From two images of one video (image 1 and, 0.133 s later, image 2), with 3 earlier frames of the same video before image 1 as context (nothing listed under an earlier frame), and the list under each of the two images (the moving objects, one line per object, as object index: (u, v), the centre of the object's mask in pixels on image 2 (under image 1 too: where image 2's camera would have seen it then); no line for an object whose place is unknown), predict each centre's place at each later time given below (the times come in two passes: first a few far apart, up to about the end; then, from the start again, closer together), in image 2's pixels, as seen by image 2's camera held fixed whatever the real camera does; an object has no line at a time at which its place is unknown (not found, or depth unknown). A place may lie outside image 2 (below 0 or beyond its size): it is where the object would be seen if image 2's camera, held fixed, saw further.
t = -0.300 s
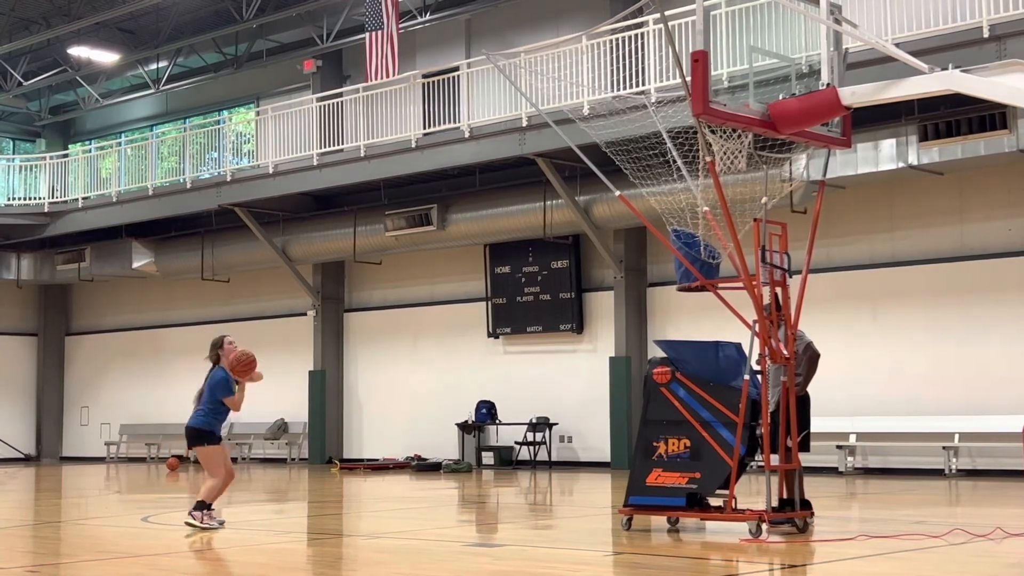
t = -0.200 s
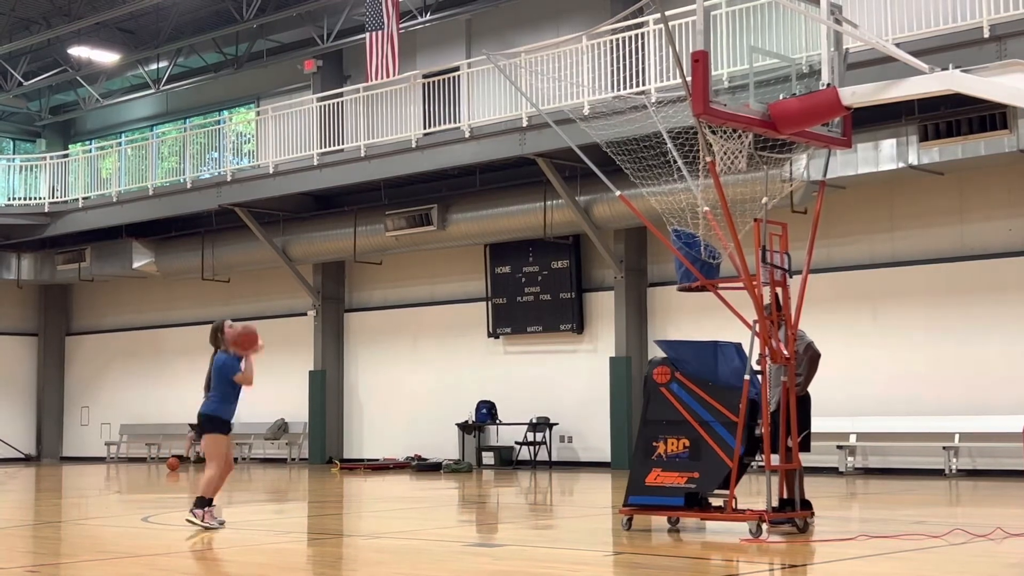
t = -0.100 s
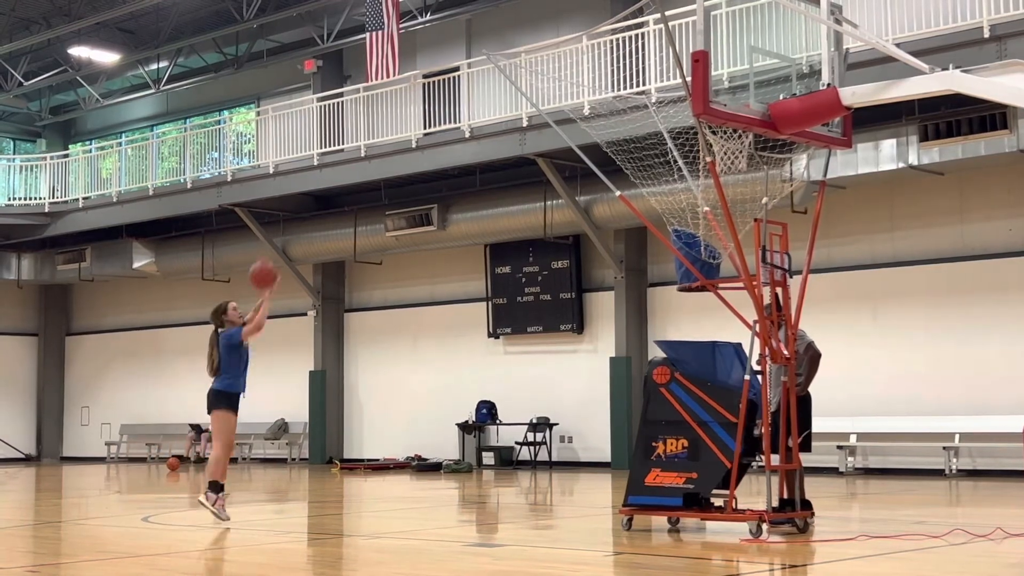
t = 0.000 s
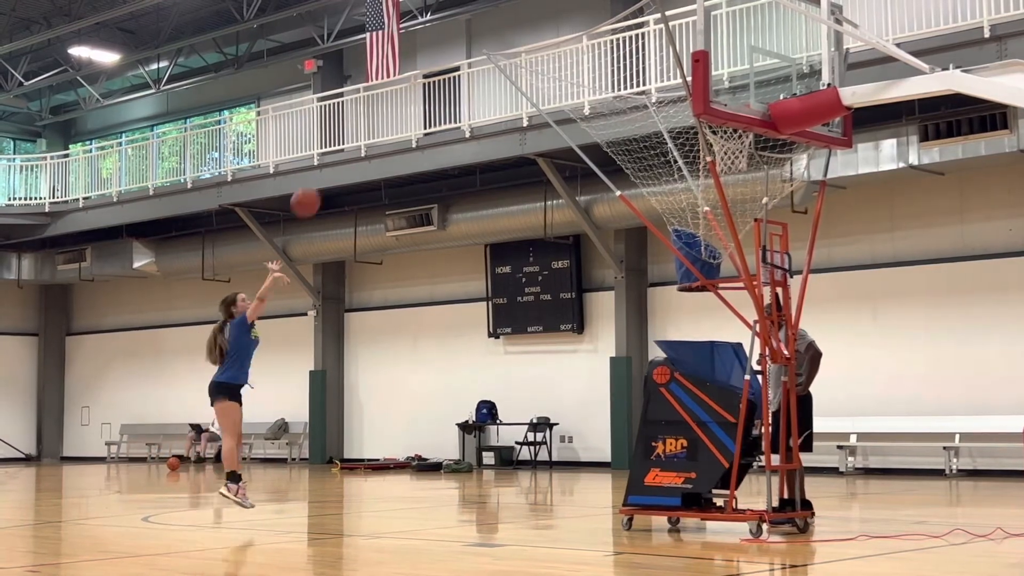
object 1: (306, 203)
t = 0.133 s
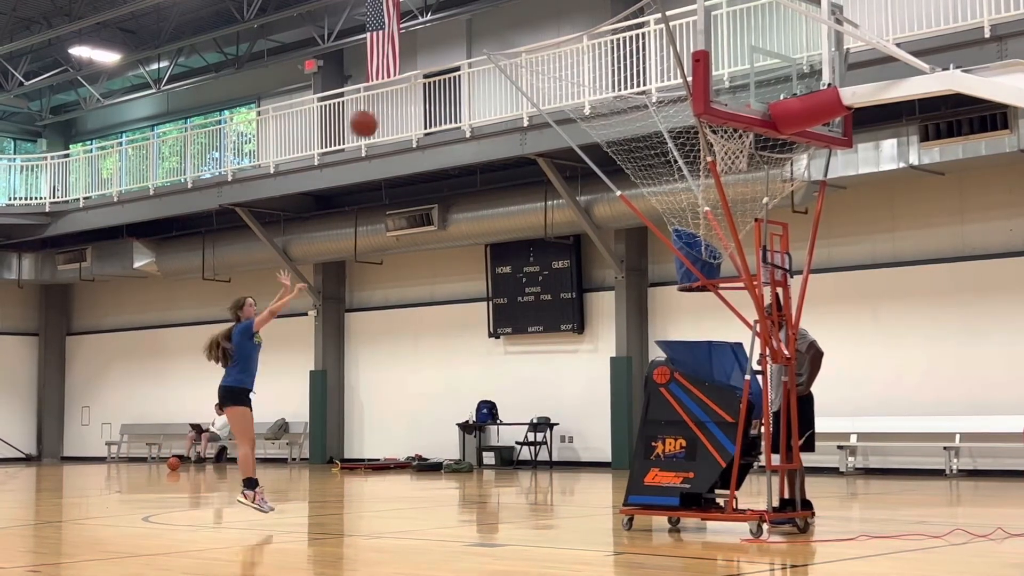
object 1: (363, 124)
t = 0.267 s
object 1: (421, 66)
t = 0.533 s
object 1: (535, 13)
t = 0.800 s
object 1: (654, 46)
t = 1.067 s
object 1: (748, 149)
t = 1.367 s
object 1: (698, 228)
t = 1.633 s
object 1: (698, 214)
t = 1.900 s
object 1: (740, 205)
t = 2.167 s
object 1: (752, 203)
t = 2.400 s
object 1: (740, 212)
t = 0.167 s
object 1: (377, 107)
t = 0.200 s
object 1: (392, 92)
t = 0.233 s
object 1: (406, 78)
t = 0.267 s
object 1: (421, 66)
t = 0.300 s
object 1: (435, 54)
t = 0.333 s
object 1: (448, 45)
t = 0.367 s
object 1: (463, 36)
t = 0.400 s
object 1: (477, 28)
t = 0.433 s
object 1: (492, 22)
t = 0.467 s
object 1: (506, 18)
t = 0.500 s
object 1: (520, 14)
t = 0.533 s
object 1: (535, 13)
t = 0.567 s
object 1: (550, 12)
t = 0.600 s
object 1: (565, 13)
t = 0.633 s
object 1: (579, 14)
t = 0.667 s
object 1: (593, 16)
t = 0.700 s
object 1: (609, 22)
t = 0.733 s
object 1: (624, 29)
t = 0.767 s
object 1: (639, 37)
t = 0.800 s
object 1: (654, 46)
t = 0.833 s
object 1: (669, 58)
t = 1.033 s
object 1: (746, 144)
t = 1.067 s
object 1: (748, 149)
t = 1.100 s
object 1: (743, 162)
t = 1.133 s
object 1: (744, 170)
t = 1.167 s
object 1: (741, 184)
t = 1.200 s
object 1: (739, 197)
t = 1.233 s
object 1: (734, 210)
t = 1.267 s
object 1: (727, 221)
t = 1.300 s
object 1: (717, 228)
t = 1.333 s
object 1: (710, 229)
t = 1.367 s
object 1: (698, 228)
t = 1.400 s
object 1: (690, 228)
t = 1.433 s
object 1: (685, 227)
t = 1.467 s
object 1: (682, 226)
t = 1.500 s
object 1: (682, 225)
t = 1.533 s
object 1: (682, 223)
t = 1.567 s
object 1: (686, 220)
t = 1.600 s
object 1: (692, 216)
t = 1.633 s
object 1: (698, 214)
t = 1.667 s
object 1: (703, 212)
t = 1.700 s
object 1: (710, 210)
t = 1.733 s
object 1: (711, 208)
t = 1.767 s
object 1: (713, 208)
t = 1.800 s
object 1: (722, 206)
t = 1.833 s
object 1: (730, 206)
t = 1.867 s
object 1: (737, 204)
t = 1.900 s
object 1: (740, 205)
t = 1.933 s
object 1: (743, 206)
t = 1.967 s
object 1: (746, 207)
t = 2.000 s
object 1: (749, 209)
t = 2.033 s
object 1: (751, 208)
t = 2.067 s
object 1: (752, 207)
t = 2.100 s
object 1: (753, 206)
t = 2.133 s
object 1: (753, 204)
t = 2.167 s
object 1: (752, 203)
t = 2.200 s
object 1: (752, 202)
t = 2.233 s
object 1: (751, 203)
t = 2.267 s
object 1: (750, 204)
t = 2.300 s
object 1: (747, 205)
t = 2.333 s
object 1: (745, 207)
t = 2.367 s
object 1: (743, 210)
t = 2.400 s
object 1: (740, 212)
